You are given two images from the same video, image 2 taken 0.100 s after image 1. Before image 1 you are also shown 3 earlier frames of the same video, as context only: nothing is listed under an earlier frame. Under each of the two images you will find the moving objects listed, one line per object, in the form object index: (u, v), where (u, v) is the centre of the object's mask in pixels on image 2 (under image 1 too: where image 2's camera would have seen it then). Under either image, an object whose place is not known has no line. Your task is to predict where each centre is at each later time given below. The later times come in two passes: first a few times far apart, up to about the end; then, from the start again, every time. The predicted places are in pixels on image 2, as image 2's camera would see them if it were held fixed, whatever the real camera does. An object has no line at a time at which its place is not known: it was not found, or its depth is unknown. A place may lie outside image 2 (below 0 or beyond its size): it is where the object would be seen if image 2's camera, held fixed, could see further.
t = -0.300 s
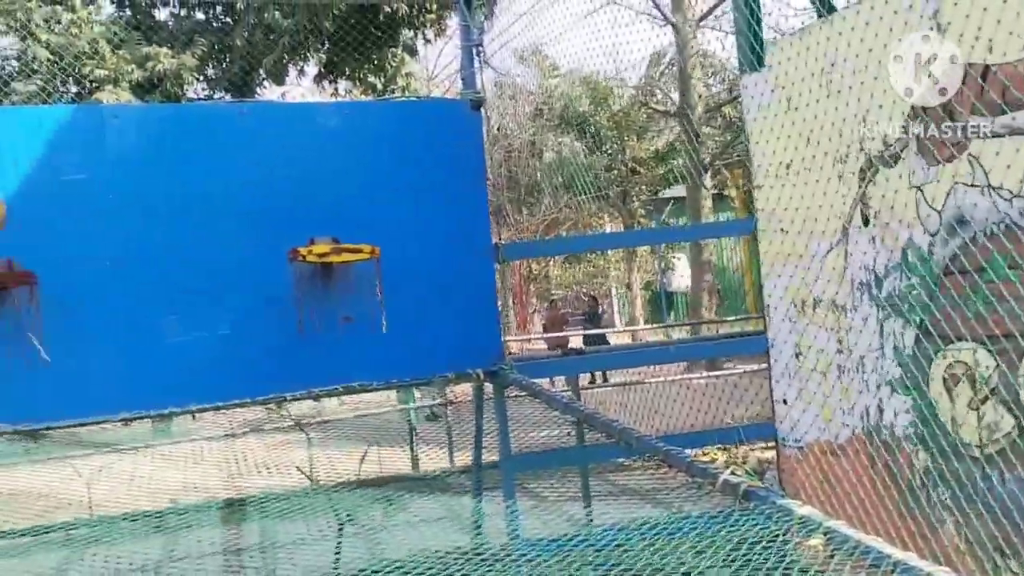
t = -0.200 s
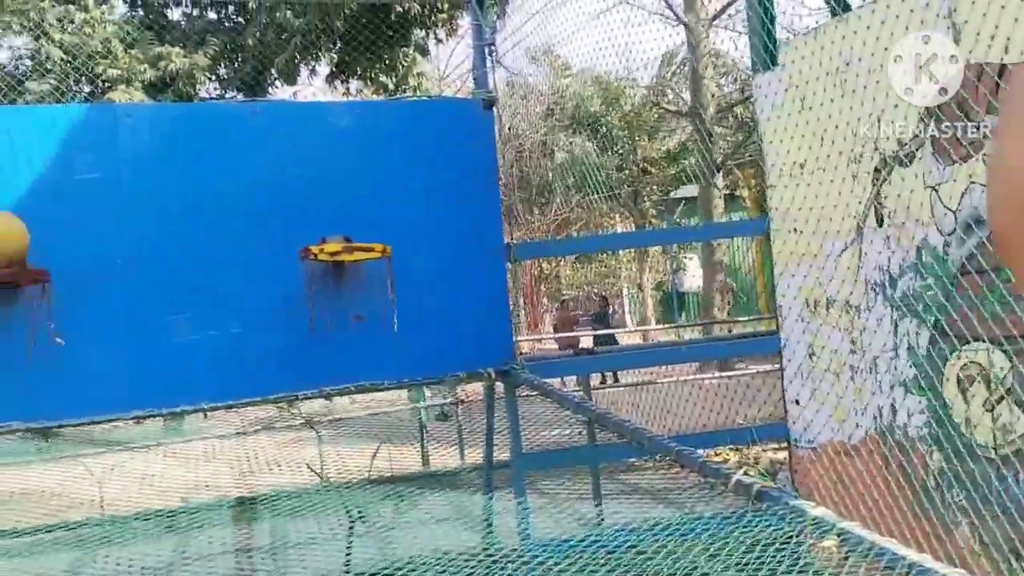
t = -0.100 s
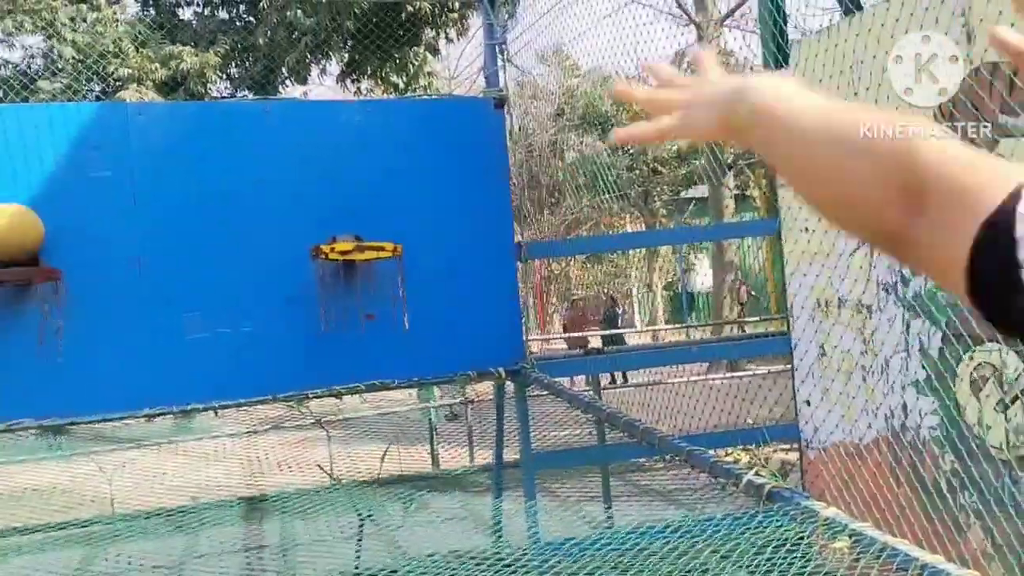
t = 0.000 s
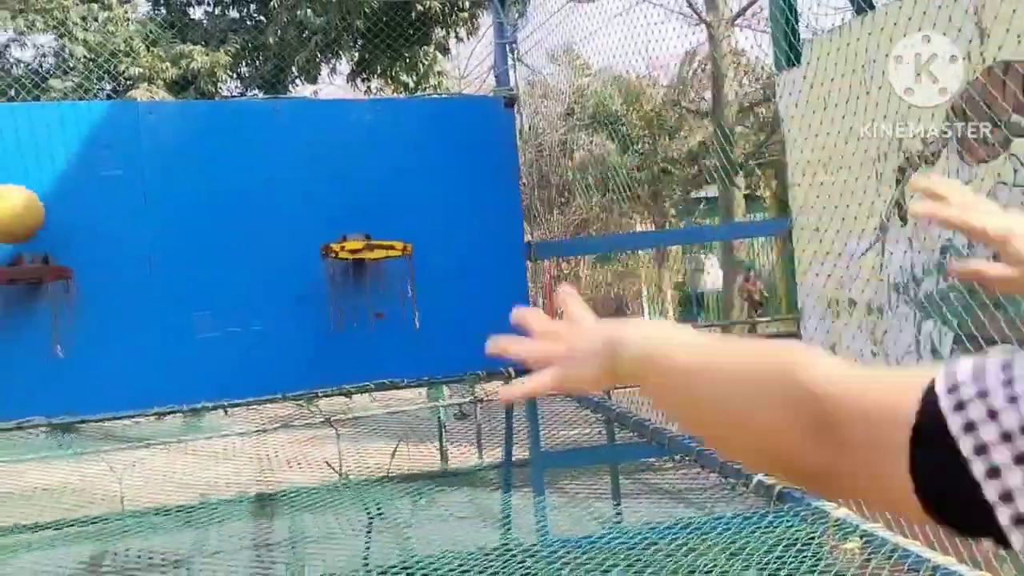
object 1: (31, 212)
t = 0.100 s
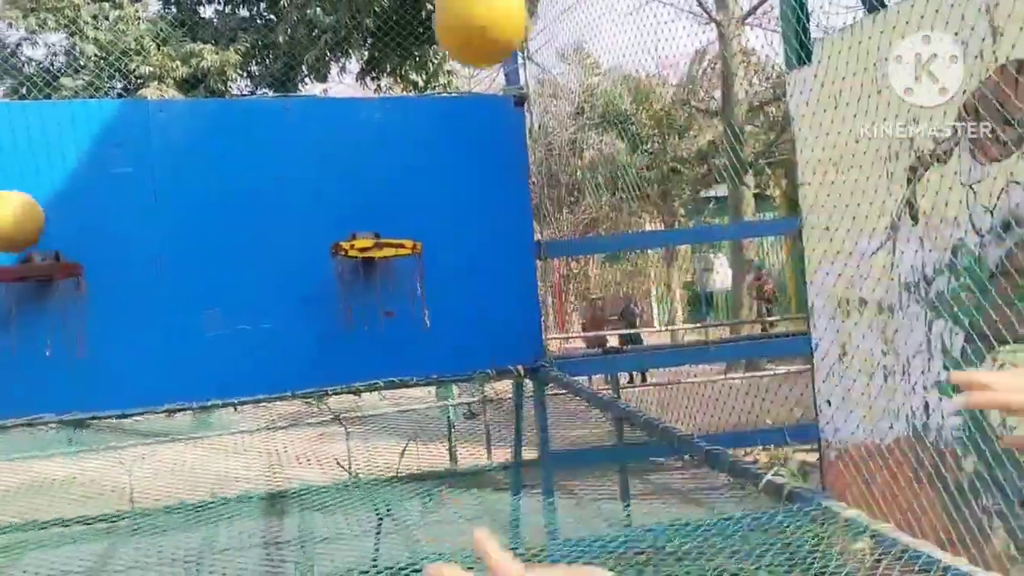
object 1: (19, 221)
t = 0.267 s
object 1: (16, 226)
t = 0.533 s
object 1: (35, 254)
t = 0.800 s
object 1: (32, 370)
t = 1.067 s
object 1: (62, 412)
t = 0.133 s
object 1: (15, 231)
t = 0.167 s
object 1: (13, 241)
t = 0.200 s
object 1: (12, 239)
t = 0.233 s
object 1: (14, 232)
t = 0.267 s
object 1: (16, 226)
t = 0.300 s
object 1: (22, 223)
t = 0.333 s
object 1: (28, 224)
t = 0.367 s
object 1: (33, 227)
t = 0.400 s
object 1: (40, 233)
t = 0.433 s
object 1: (46, 238)
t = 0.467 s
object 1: (52, 244)
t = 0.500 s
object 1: (45, 246)
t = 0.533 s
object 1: (35, 254)
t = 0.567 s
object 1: (27, 262)
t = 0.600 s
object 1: (17, 277)
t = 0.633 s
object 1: (7, 287)
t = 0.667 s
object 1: (9, 299)
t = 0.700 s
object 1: (15, 310)
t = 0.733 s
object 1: (21, 326)
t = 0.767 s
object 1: (26, 347)
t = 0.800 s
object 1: (32, 370)
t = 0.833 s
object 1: (39, 398)
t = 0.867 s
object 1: (45, 425)
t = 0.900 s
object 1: (51, 447)
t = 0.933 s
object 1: (54, 449)
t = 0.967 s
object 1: (56, 440)
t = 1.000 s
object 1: (58, 428)
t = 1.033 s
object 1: (59, 420)
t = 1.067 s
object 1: (62, 412)
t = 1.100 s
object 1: (63, 409)
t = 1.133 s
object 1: (66, 405)
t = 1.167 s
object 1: (68, 407)
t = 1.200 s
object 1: (70, 412)
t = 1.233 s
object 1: (74, 420)
